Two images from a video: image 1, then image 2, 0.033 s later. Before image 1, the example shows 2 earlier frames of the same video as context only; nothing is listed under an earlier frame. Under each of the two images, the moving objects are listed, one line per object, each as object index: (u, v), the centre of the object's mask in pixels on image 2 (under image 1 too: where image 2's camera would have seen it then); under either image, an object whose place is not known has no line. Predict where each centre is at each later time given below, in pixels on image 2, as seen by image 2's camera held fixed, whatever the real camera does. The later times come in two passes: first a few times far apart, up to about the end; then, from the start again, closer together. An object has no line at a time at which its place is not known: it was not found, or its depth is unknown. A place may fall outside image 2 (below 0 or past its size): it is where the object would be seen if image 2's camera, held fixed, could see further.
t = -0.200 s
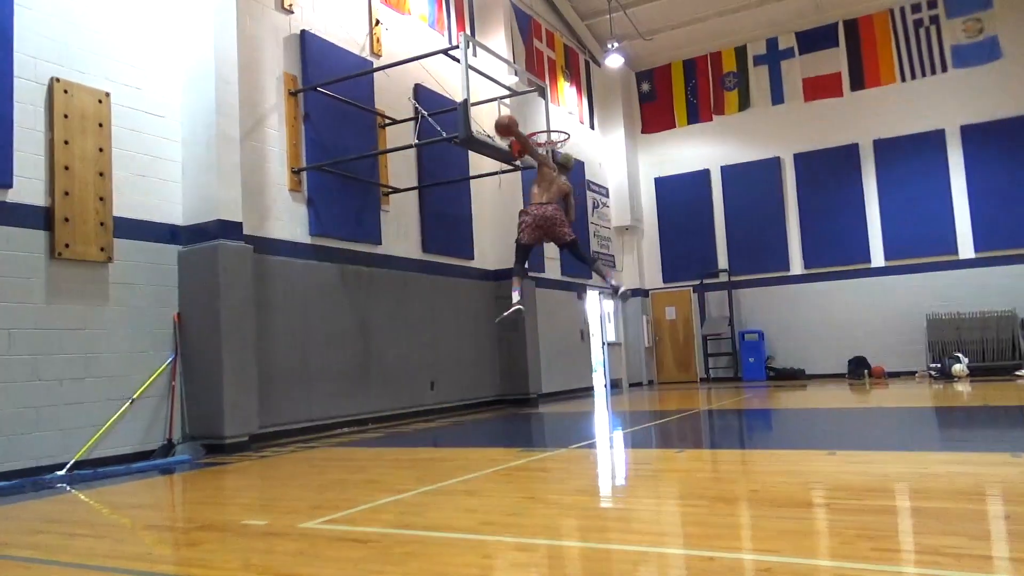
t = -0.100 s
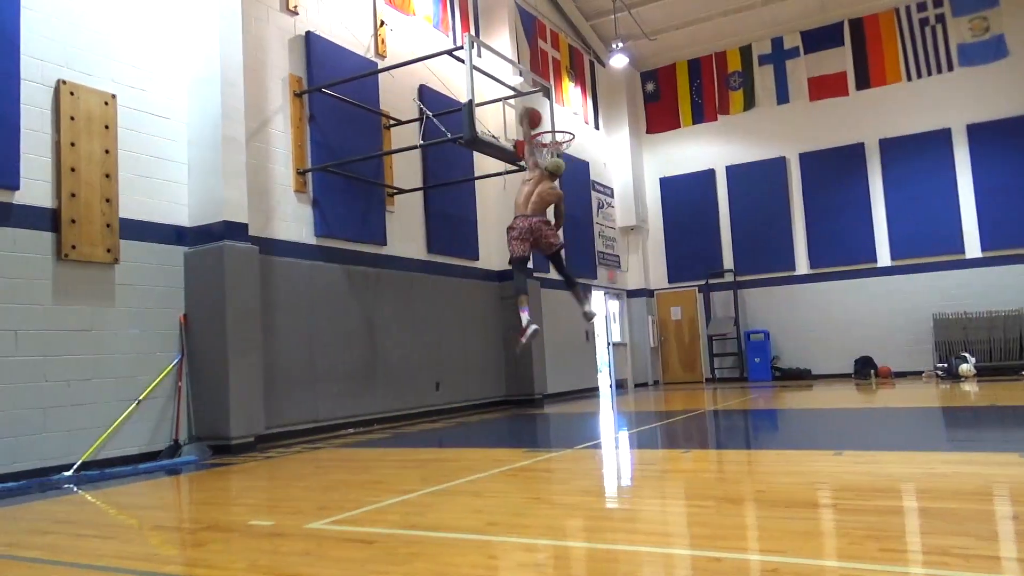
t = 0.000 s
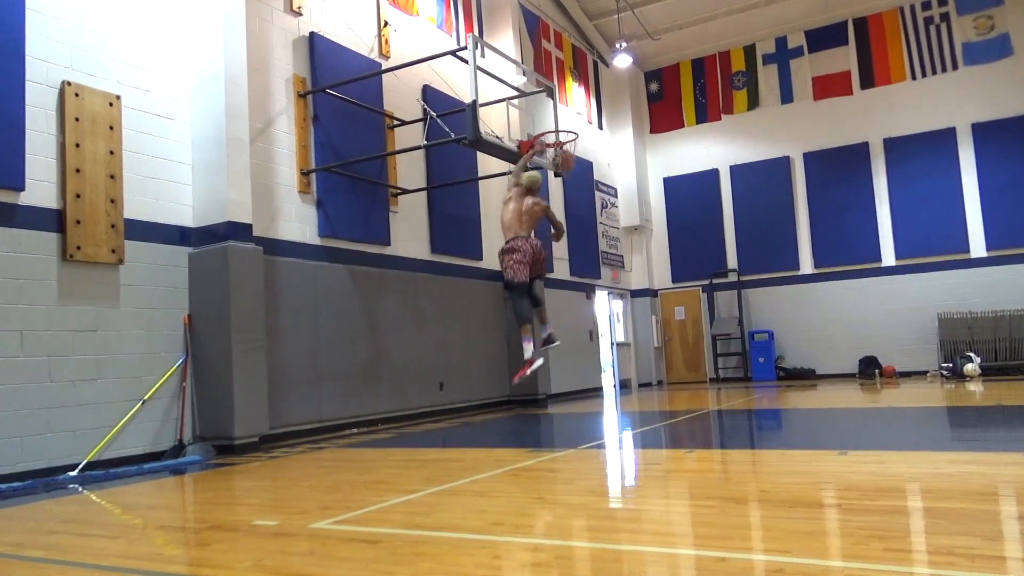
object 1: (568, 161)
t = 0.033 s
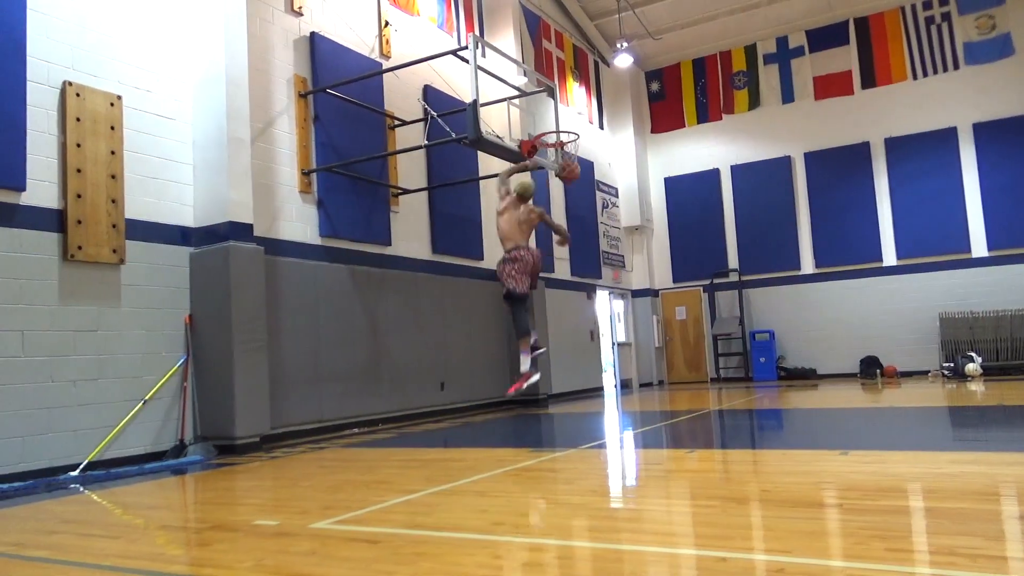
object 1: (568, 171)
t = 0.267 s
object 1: (595, 275)
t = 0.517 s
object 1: (620, 387)
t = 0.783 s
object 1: (606, 259)
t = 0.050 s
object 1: (570, 177)
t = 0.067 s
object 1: (571, 182)
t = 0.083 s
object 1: (573, 188)
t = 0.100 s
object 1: (575, 195)
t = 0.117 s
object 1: (577, 201)
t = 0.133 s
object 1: (578, 209)
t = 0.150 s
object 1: (580, 216)
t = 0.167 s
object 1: (582, 224)
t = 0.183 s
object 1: (584, 231)
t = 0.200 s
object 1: (586, 239)
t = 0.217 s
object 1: (588, 248)
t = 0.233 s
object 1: (590, 256)
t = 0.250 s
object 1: (592, 266)
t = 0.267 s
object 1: (595, 275)
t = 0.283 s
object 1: (596, 283)
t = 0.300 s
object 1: (598, 294)
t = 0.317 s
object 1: (600, 308)
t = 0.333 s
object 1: (602, 319)
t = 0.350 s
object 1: (605, 330)
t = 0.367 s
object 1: (607, 342)
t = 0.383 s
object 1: (611, 354)
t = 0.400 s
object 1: (613, 367)
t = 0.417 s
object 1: (617, 381)
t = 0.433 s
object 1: (619, 393)
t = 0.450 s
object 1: (622, 407)
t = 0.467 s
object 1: (623, 416)
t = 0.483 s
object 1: (622, 406)
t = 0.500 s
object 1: (621, 397)
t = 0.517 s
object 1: (620, 387)
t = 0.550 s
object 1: (617, 368)
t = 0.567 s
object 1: (617, 358)
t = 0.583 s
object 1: (616, 350)
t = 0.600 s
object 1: (615, 341)
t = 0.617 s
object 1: (614, 333)
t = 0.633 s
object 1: (613, 324)
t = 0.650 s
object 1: (612, 317)
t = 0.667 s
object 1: (612, 308)
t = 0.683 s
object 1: (612, 299)
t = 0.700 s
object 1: (610, 291)
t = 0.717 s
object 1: (609, 284)
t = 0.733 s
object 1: (608, 277)
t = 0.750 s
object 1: (607, 271)
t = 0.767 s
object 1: (606, 265)
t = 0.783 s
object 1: (606, 259)
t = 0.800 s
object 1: (604, 253)
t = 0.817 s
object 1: (604, 248)
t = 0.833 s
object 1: (603, 242)
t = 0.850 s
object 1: (602, 237)
